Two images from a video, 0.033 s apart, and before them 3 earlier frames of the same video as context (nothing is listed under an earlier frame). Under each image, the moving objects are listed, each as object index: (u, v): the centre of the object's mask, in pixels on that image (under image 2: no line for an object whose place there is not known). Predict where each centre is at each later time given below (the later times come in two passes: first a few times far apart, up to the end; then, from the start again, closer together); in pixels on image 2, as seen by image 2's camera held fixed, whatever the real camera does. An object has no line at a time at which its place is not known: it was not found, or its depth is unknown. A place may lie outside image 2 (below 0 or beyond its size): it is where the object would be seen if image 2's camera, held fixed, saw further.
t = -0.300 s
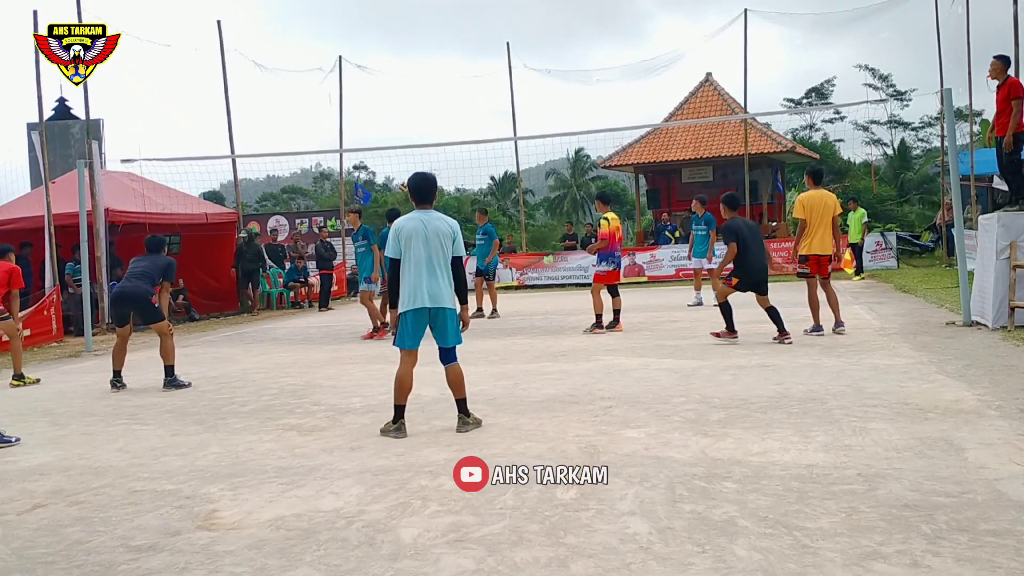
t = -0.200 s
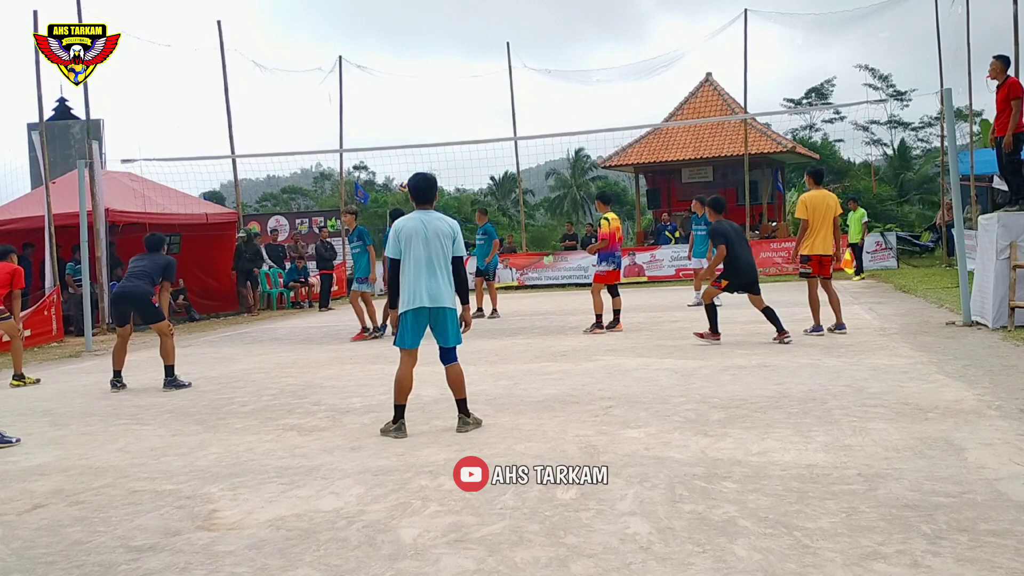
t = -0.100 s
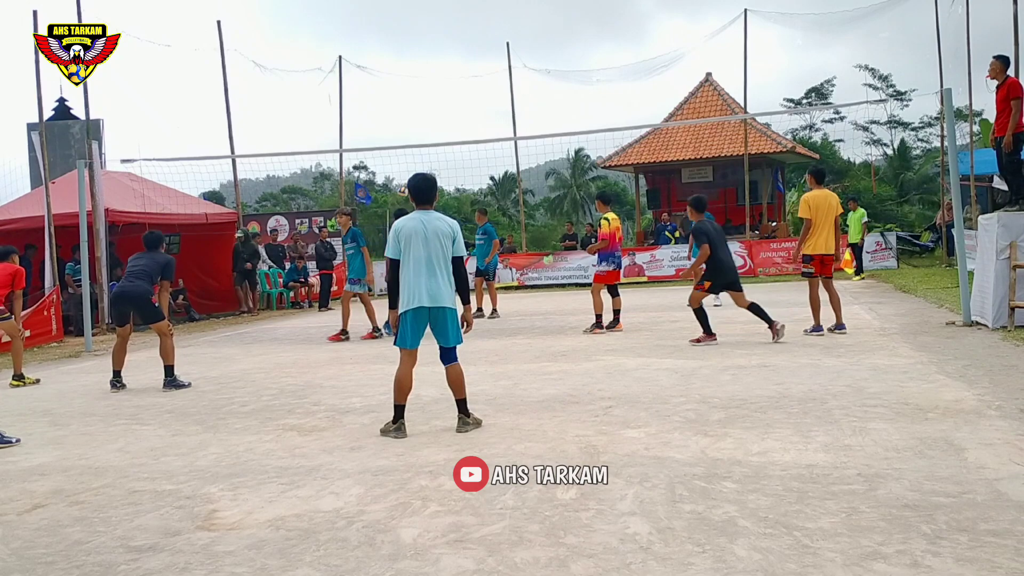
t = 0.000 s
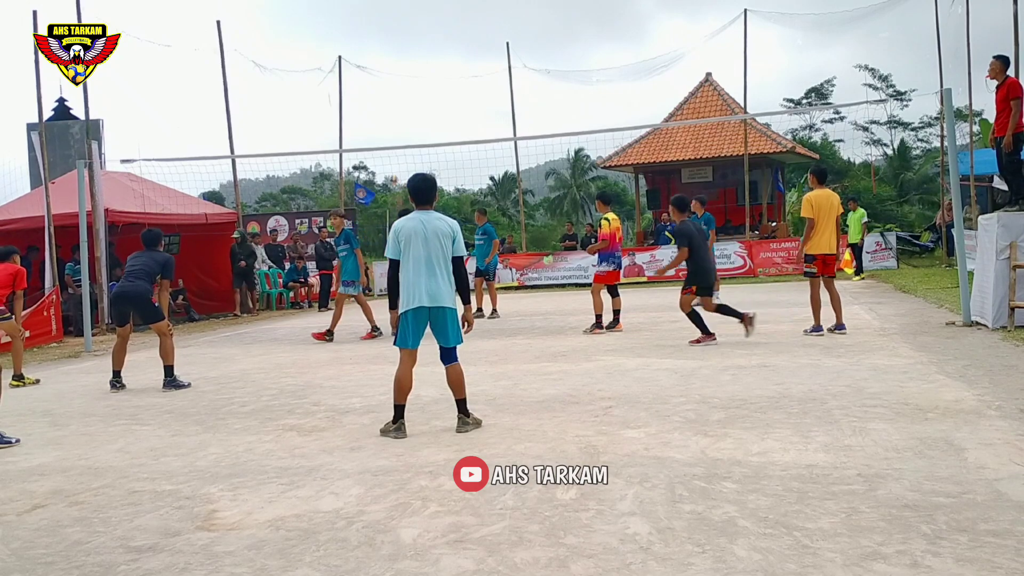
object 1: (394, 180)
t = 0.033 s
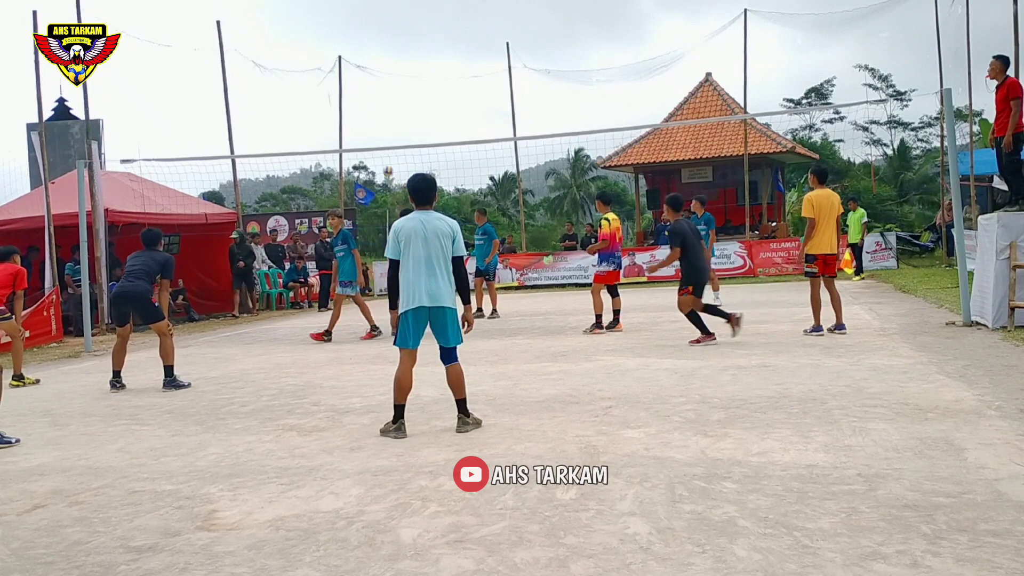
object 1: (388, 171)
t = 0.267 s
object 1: (346, 112)
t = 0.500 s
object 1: (298, 64)
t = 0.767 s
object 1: (217, 49)
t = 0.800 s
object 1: (204, 52)
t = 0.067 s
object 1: (383, 162)
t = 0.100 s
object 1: (377, 154)
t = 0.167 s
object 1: (365, 137)
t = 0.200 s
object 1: (359, 128)
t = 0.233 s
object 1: (353, 120)
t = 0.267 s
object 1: (346, 112)
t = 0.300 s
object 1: (340, 104)
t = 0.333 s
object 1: (334, 97)
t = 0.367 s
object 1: (327, 89)
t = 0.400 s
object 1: (320, 82)
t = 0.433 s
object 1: (313, 76)
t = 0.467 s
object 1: (305, 70)
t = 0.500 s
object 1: (298, 64)
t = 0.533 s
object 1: (289, 60)
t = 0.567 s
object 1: (281, 56)
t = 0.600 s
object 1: (272, 52)
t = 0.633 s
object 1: (263, 50)
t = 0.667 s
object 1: (252, 48)
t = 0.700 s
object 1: (241, 48)
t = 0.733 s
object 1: (229, 48)
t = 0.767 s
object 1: (217, 49)
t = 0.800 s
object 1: (204, 52)
